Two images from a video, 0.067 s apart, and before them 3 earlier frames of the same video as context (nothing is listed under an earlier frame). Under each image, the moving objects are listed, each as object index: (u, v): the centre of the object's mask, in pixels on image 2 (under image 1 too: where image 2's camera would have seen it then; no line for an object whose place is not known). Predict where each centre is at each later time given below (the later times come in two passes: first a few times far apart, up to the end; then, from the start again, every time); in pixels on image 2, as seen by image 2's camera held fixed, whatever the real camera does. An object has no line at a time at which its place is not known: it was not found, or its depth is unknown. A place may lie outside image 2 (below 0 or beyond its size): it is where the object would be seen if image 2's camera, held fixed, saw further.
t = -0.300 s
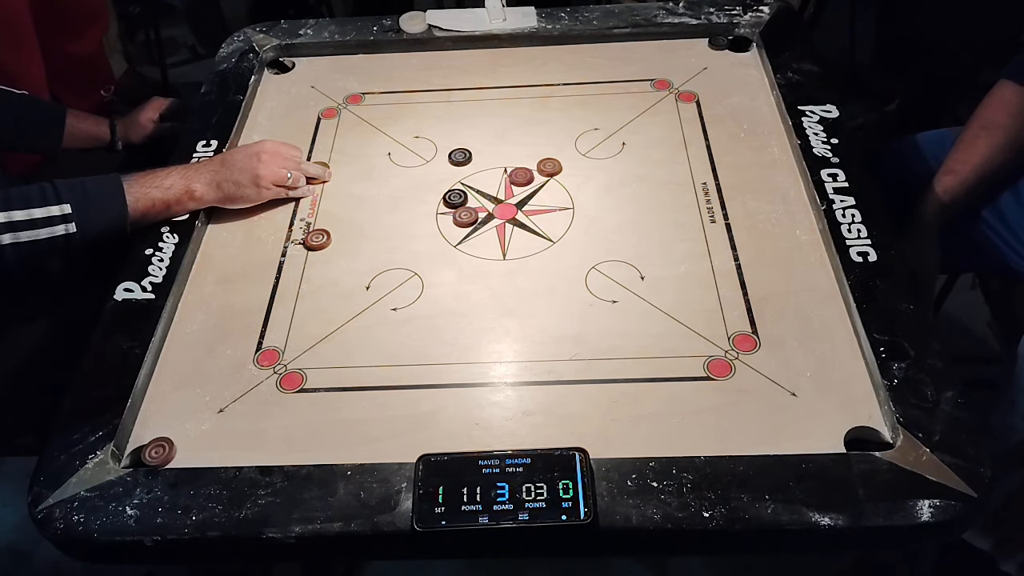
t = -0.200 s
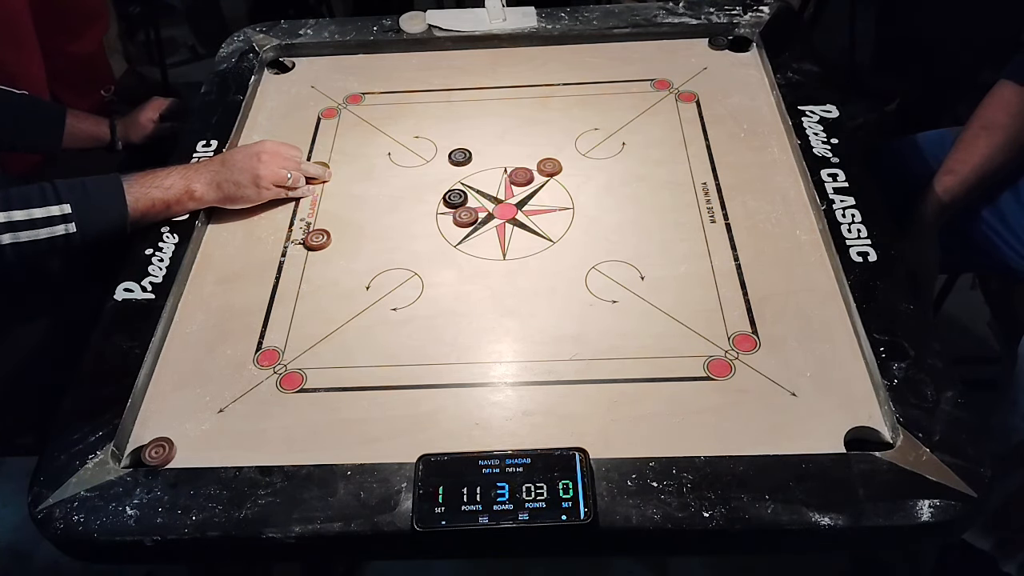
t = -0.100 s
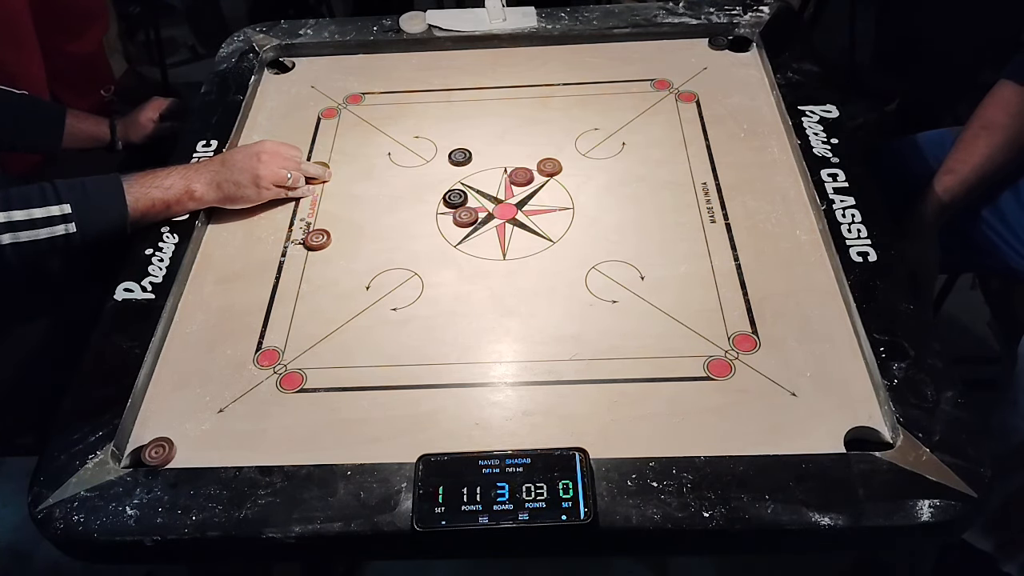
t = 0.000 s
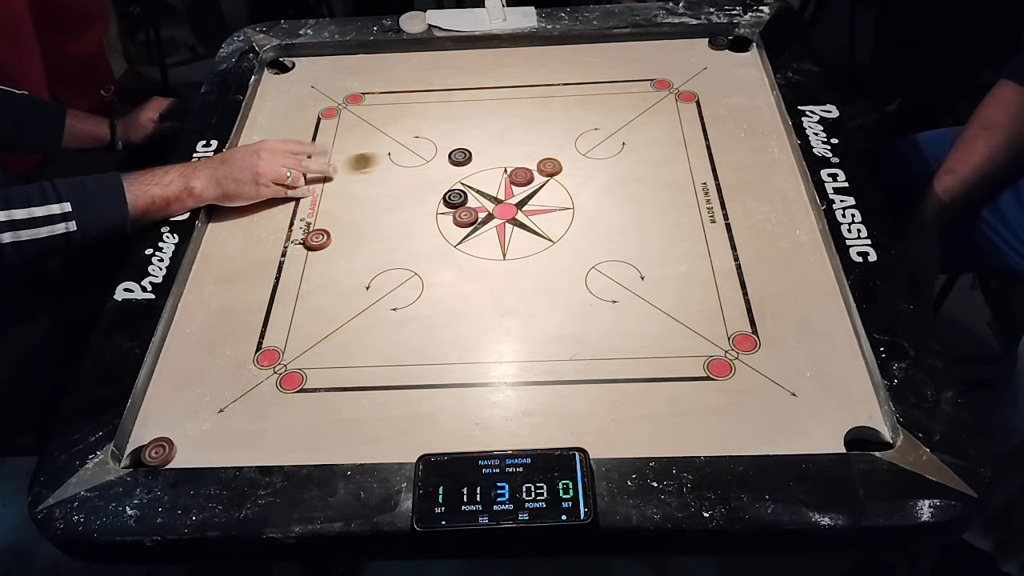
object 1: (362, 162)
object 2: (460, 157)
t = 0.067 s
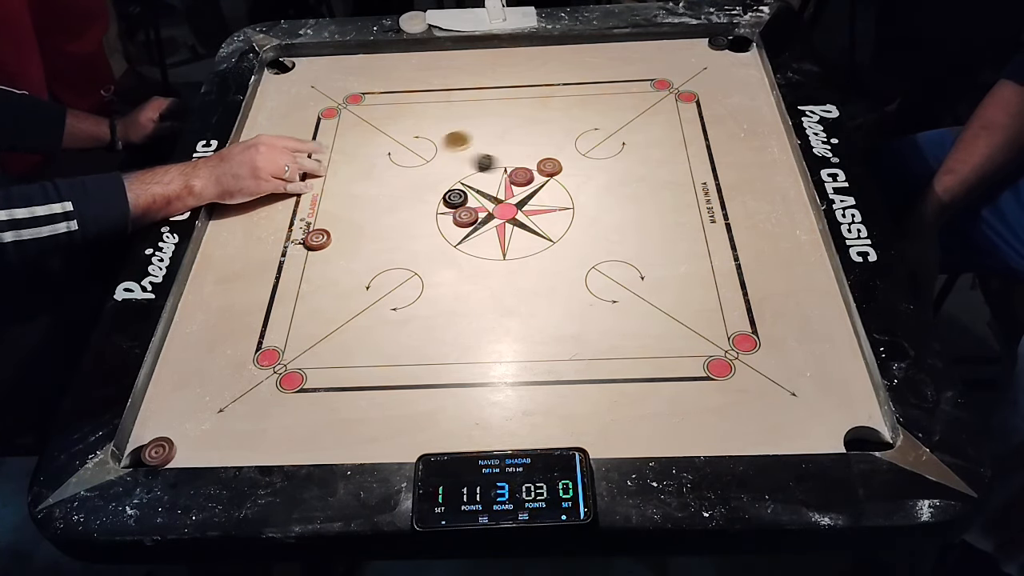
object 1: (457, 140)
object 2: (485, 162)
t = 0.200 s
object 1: (576, 92)
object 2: (536, 151)
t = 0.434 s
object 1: (711, 53)
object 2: (566, 135)
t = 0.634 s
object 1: (747, 73)
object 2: (567, 134)
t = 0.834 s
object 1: (752, 76)
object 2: (567, 134)
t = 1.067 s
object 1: (752, 76)
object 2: (567, 134)
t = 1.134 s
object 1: (752, 76)
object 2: (567, 134)
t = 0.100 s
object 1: (489, 128)
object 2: (509, 164)
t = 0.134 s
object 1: (520, 115)
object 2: (518, 159)
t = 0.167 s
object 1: (549, 103)
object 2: (527, 155)
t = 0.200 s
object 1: (576, 92)
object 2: (536, 151)
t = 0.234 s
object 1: (602, 81)
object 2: (543, 148)
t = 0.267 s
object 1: (627, 72)
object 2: (549, 145)
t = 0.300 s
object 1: (651, 61)
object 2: (554, 142)
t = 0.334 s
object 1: (673, 53)
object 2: (559, 140)
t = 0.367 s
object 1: (694, 44)
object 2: (562, 138)
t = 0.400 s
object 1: (703, 48)
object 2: (565, 136)
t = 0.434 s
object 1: (711, 53)
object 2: (566, 135)
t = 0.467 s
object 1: (719, 58)
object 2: (567, 134)
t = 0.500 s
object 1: (727, 61)
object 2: (567, 134)
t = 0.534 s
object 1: (733, 65)
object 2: (567, 134)
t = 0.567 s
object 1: (739, 68)
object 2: (567, 134)
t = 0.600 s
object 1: (744, 71)
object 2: (567, 134)
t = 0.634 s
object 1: (747, 73)
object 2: (567, 134)
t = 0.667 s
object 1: (750, 74)
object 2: (567, 134)
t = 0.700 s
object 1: (752, 75)
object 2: (567, 134)
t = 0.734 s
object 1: (752, 76)
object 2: (567, 134)
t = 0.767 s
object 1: (752, 76)
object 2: (567, 134)
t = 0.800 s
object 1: (752, 76)
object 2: (567, 134)
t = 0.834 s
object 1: (752, 76)
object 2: (567, 134)
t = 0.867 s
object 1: (752, 76)
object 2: (567, 134)
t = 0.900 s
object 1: (752, 76)
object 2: (567, 134)
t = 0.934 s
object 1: (752, 76)
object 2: (567, 134)
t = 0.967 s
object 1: (752, 76)
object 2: (567, 134)
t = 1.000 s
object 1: (752, 76)
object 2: (567, 134)
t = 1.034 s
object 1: (752, 76)
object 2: (567, 134)
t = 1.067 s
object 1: (752, 76)
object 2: (567, 134)
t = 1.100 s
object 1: (752, 76)
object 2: (567, 134)
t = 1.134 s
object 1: (752, 76)
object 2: (567, 134)
